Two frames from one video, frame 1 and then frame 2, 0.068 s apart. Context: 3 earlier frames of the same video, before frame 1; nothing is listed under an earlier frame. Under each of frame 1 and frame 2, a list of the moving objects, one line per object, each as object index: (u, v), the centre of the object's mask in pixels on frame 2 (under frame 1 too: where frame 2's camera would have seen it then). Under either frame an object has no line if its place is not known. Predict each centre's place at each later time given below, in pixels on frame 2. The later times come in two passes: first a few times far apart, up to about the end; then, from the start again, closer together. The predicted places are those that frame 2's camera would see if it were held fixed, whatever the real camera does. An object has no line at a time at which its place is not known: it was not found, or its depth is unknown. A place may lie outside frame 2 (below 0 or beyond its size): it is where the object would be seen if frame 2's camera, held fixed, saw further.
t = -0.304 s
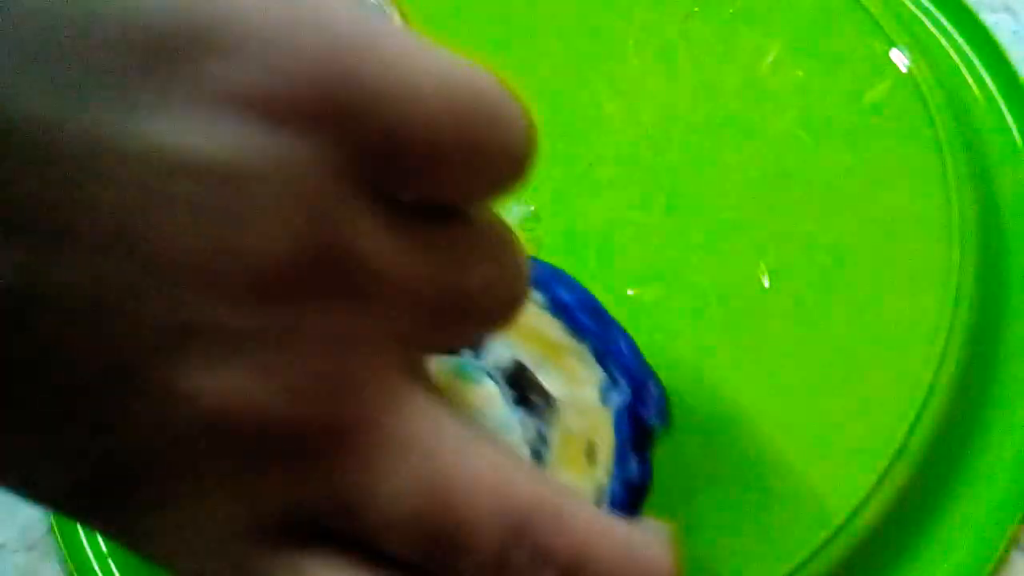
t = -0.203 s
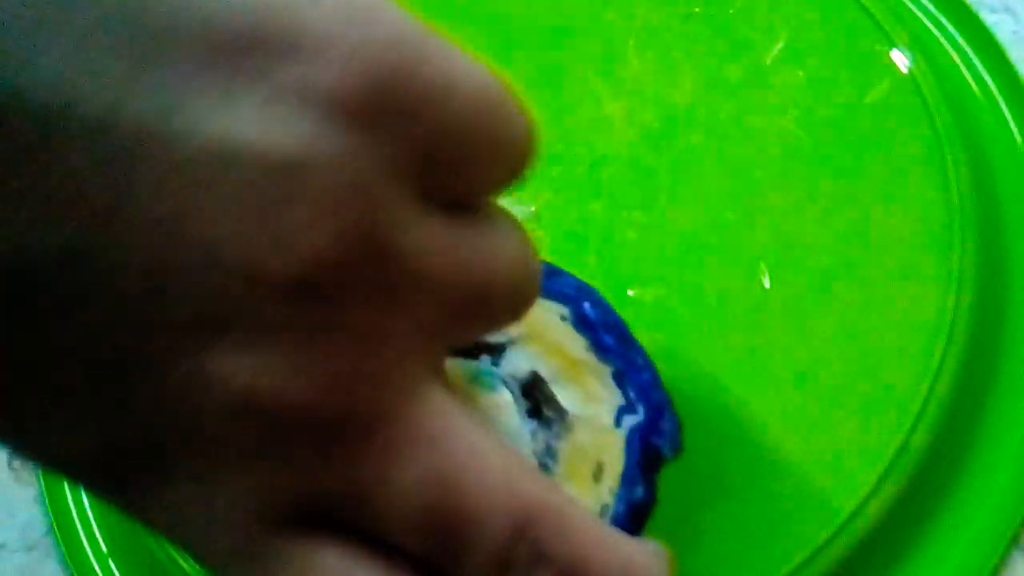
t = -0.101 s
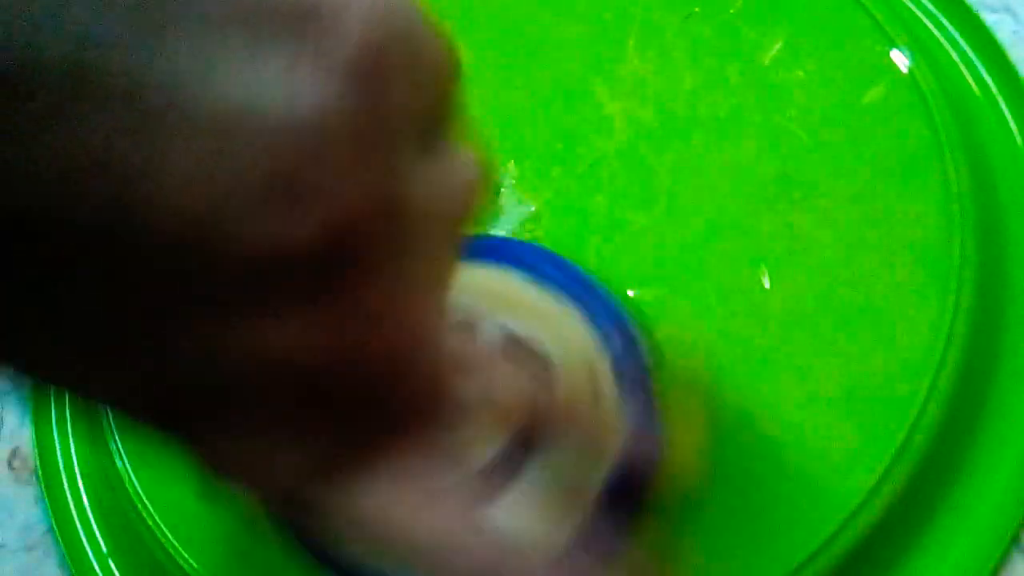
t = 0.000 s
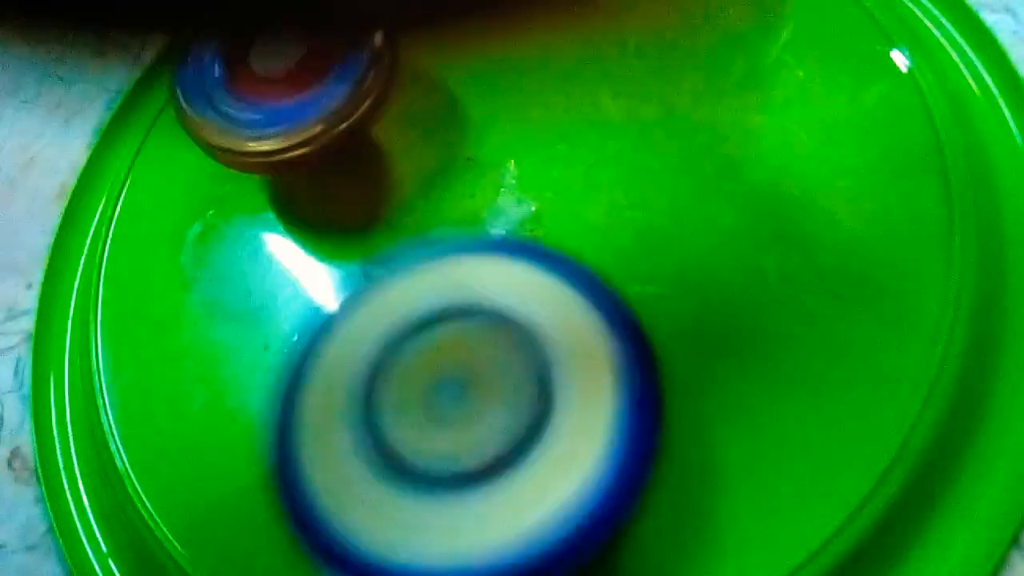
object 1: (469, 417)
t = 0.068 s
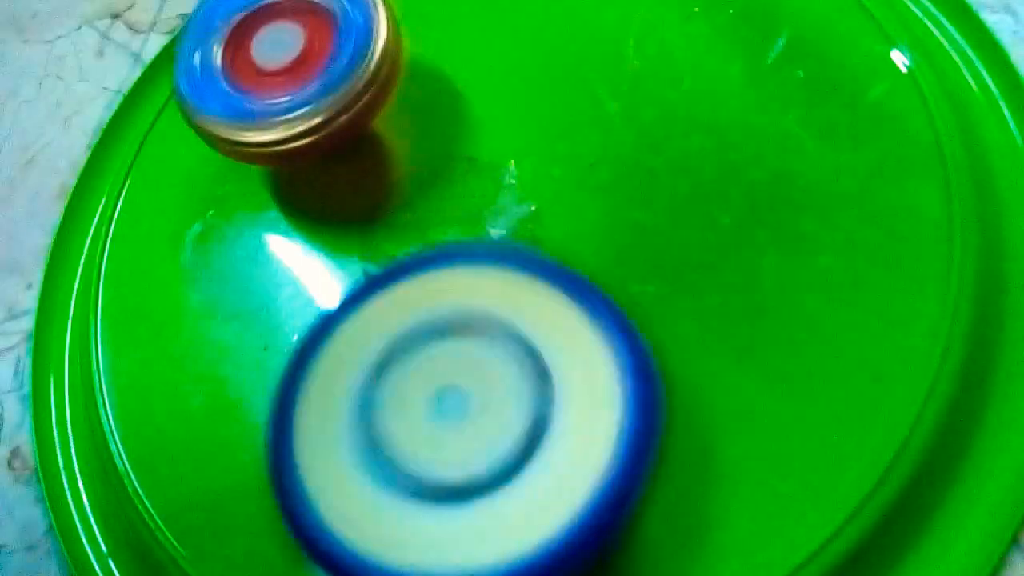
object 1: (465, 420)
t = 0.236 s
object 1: (534, 400)
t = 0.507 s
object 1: (652, 347)
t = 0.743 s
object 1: (721, 246)
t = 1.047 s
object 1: (680, 108)
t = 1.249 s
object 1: (695, 161)
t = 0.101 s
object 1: (470, 411)
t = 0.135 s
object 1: (490, 408)
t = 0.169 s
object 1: (503, 409)
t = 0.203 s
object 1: (516, 402)
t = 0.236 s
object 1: (534, 400)
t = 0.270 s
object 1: (548, 397)
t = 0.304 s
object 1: (563, 395)
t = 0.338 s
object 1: (578, 394)
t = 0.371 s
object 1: (594, 385)
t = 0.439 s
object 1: (622, 369)
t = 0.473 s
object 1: (638, 356)
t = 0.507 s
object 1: (652, 347)
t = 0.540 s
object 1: (663, 330)
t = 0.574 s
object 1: (675, 321)
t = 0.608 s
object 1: (686, 302)
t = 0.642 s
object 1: (695, 294)
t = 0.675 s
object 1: (704, 276)
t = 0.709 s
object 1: (715, 264)
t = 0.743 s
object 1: (721, 246)
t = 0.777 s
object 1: (725, 231)
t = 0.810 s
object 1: (727, 216)
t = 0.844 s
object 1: (726, 197)
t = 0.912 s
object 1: (721, 162)
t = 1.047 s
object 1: (680, 108)
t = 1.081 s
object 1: (668, 101)
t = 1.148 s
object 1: (637, 85)
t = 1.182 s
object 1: (623, 76)
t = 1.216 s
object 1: (660, 114)
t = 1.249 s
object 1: (695, 161)
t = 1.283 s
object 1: (725, 203)
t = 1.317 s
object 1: (740, 244)
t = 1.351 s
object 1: (747, 268)
